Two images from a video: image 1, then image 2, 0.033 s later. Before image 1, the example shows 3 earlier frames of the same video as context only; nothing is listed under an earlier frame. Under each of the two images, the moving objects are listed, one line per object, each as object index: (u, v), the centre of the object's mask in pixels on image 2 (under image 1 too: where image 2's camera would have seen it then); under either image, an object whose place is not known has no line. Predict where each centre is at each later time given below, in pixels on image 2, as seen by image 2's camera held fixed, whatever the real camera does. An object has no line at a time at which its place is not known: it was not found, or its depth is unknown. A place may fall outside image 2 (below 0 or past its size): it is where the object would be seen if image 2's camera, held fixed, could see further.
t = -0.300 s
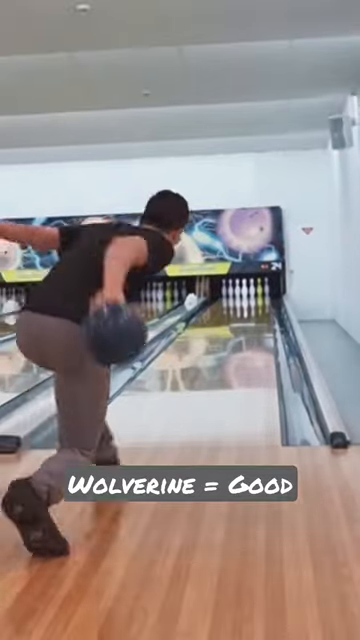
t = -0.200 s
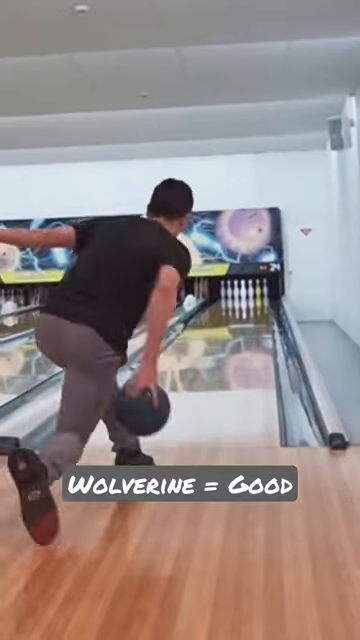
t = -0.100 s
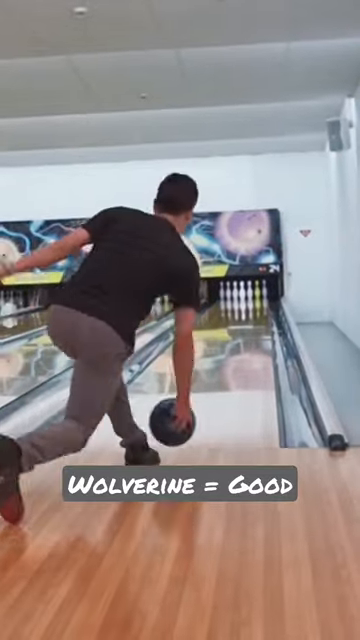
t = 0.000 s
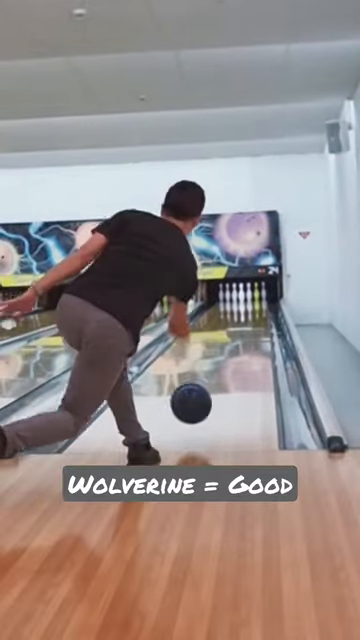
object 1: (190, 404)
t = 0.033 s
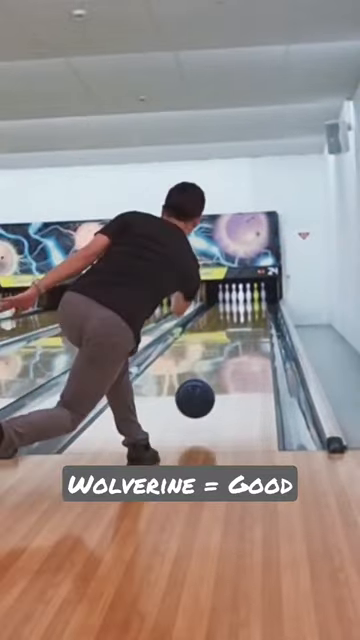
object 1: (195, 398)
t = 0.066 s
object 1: (199, 395)
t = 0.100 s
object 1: (203, 394)
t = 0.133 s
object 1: (206, 395)
